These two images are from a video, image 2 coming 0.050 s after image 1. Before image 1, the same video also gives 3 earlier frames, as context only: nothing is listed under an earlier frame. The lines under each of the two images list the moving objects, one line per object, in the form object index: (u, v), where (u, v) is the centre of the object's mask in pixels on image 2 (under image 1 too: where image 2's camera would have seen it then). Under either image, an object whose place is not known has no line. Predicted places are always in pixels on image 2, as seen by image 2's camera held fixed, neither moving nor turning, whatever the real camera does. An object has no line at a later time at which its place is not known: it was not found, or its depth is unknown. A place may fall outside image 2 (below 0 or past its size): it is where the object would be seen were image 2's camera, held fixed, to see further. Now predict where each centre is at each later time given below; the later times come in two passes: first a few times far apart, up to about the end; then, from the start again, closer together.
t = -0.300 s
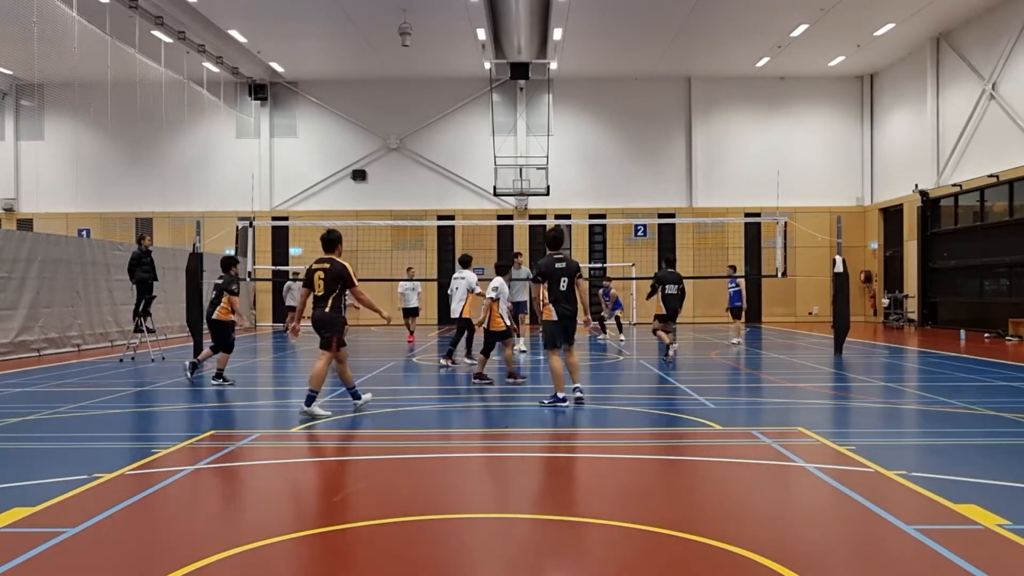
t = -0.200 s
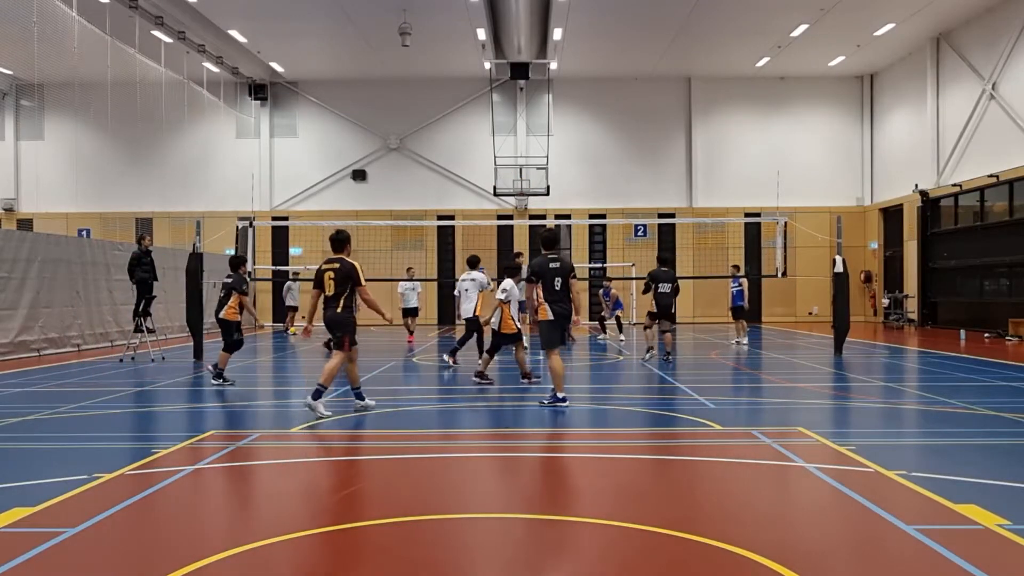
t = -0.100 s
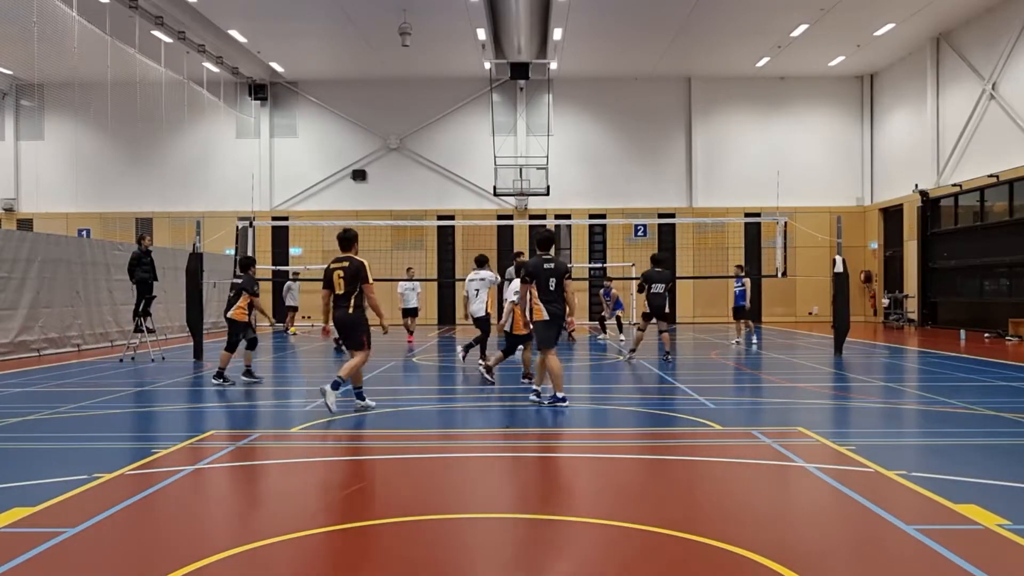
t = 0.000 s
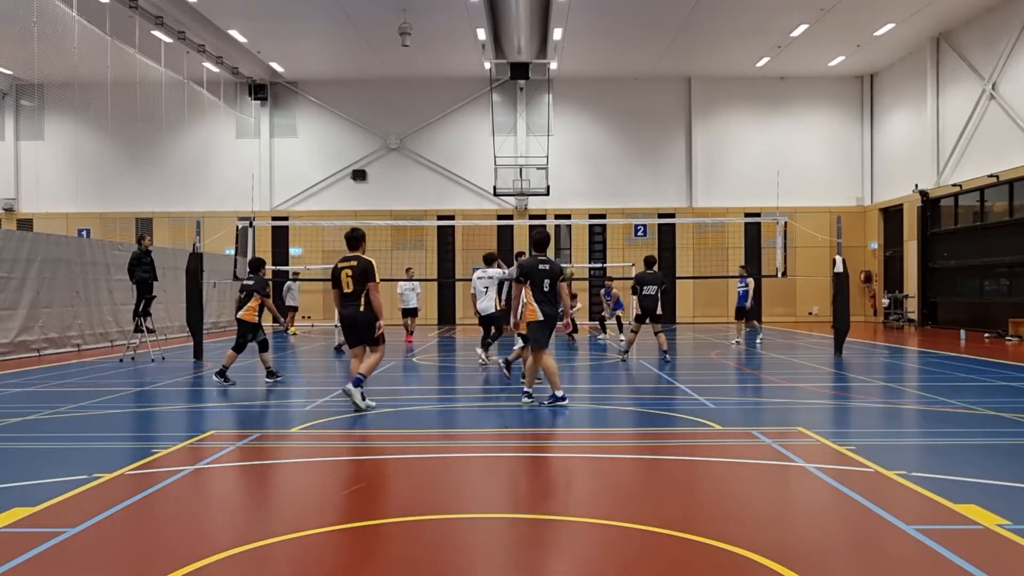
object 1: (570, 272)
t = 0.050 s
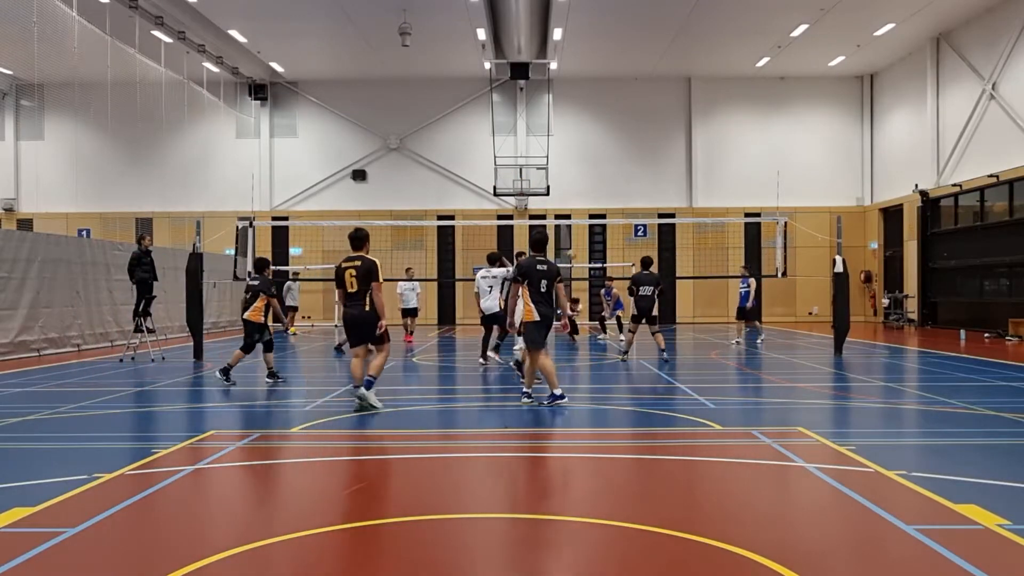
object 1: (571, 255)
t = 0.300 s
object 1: (577, 183)
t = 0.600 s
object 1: (584, 133)
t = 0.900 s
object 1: (590, 124)
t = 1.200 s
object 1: (597, 157)
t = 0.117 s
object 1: (572, 234)
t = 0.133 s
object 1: (572, 229)
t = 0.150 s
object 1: (574, 226)
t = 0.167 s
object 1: (573, 216)
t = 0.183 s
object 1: (574, 214)
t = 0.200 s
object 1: (575, 209)
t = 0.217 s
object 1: (575, 205)
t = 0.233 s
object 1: (576, 200)
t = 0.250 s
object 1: (576, 196)
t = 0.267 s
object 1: (577, 192)
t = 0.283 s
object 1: (577, 187)
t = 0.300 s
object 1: (577, 183)
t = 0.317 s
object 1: (578, 179)
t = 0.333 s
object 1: (578, 176)
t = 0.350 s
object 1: (578, 172)
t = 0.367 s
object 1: (579, 169)
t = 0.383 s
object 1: (579, 165)
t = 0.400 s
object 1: (580, 162)
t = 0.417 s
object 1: (580, 159)
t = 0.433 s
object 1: (580, 157)
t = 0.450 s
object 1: (581, 154)
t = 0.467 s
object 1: (581, 151)
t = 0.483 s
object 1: (582, 148)
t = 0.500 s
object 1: (582, 146)
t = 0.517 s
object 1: (582, 144)
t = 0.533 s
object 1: (583, 141)
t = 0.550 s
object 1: (583, 139)
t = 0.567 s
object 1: (583, 137)
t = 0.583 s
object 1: (584, 135)
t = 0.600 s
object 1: (584, 133)
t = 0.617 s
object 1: (584, 132)
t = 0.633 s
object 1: (585, 130)
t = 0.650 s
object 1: (585, 129)
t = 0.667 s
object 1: (585, 128)
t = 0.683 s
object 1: (585, 127)
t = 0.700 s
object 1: (586, 126)
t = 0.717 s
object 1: (586, 125)
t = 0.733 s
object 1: (587, 125)
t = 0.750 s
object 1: (587, 124)
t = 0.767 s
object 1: (587, 124)
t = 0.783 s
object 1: (588, 123)
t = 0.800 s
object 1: (588, 123)
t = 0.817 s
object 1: (588, 123)
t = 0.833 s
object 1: (589, 123)
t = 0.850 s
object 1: (589, 123)
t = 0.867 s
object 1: (590, 124)
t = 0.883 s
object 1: (590, 124)
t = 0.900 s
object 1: (590, 124)
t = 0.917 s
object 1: (591, 125)
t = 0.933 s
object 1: (591, 126)
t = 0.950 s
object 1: (591, 127)
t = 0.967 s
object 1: (592, 128)
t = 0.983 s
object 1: (592, 129)
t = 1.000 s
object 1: (592, 130)
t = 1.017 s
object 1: (593, 132)
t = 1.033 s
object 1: (593, 133)
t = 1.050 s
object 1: (593, 135)
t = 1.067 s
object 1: (594, 137)
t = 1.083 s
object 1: (594, 139)
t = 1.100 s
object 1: (594, 142)
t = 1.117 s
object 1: (595, 144)
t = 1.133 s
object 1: (595, 146)
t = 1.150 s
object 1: (596, 149)
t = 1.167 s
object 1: (596, 151)
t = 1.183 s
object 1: (596, 154)
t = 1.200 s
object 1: (597, 157)
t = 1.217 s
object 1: (597, 160)
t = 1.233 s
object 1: (598, 163)
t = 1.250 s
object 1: (598, 166)
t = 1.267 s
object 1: (598, 169)
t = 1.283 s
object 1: (599, 173)
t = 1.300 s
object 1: (599, 177)
